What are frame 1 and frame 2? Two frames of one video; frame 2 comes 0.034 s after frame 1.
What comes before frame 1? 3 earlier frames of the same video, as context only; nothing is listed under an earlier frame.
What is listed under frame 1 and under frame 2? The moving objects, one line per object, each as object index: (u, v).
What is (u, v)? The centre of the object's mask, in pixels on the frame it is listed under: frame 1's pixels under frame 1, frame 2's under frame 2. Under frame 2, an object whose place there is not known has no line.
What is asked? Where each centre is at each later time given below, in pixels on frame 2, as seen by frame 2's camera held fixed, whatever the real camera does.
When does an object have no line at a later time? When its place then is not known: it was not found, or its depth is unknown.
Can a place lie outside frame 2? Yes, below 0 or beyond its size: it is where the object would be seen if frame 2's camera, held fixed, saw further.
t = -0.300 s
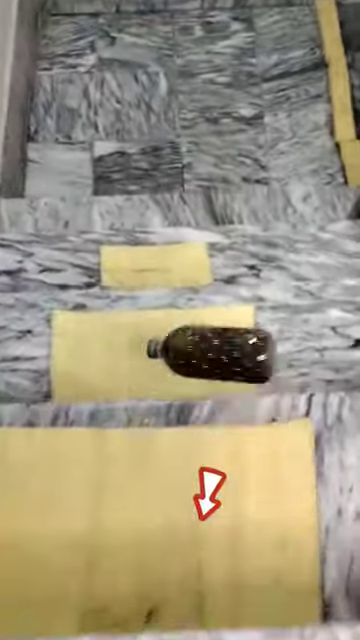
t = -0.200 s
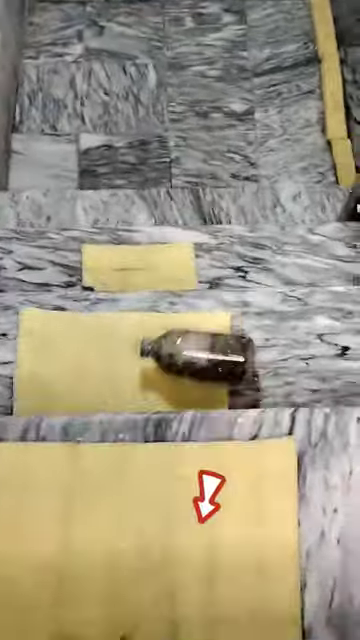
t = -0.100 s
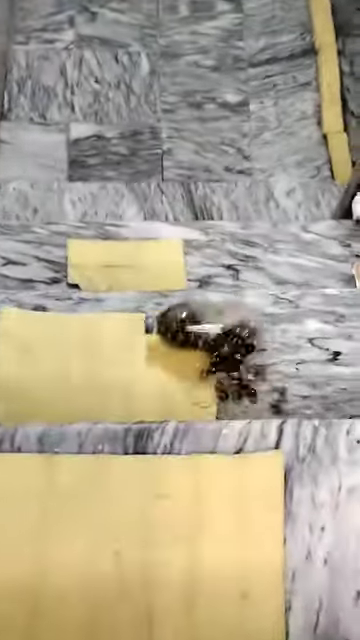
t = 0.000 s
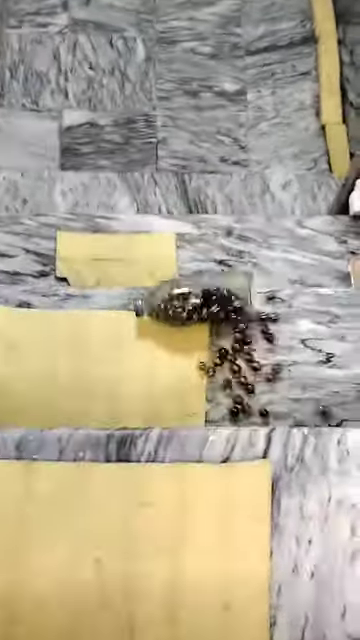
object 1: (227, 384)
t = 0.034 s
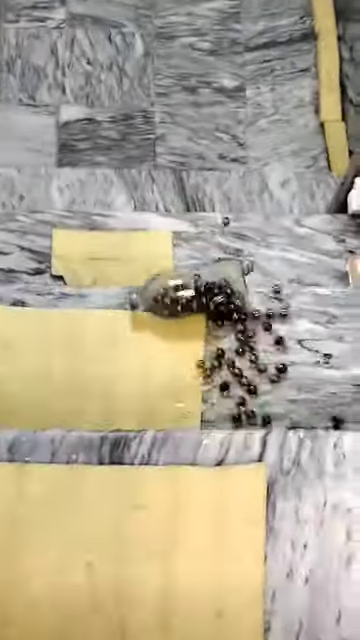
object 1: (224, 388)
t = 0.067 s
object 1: (226, 391)
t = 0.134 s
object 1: (228, 394)
